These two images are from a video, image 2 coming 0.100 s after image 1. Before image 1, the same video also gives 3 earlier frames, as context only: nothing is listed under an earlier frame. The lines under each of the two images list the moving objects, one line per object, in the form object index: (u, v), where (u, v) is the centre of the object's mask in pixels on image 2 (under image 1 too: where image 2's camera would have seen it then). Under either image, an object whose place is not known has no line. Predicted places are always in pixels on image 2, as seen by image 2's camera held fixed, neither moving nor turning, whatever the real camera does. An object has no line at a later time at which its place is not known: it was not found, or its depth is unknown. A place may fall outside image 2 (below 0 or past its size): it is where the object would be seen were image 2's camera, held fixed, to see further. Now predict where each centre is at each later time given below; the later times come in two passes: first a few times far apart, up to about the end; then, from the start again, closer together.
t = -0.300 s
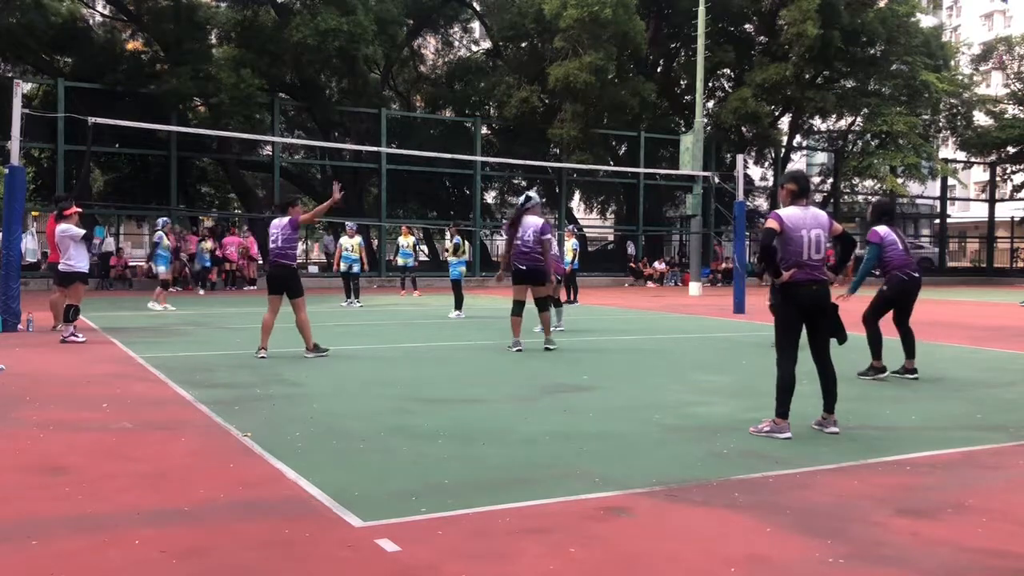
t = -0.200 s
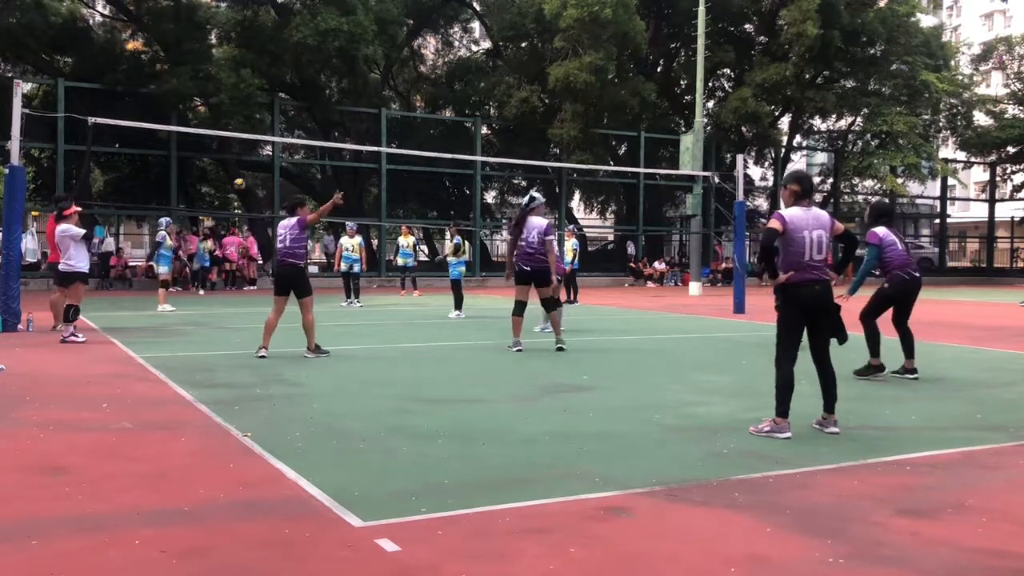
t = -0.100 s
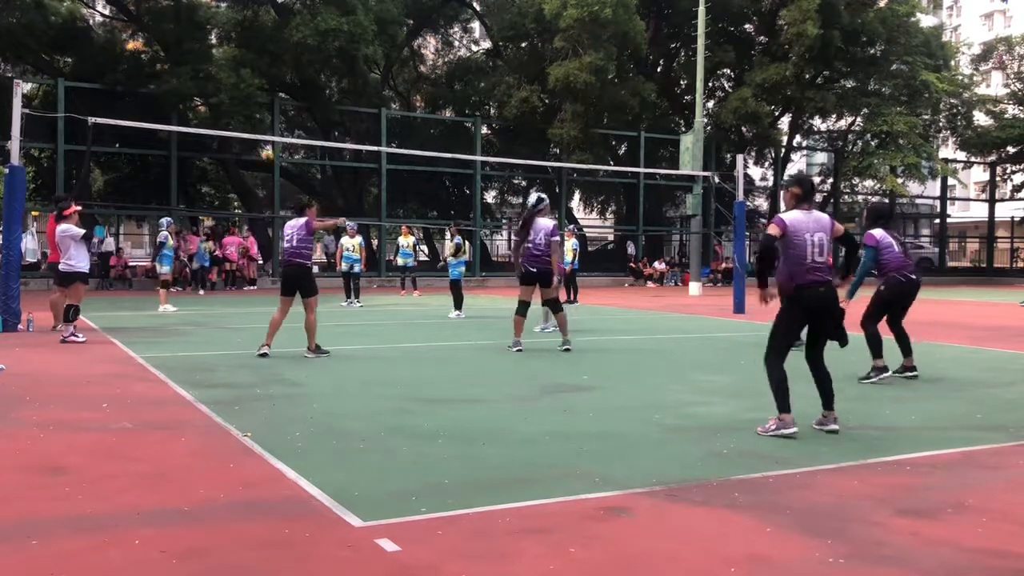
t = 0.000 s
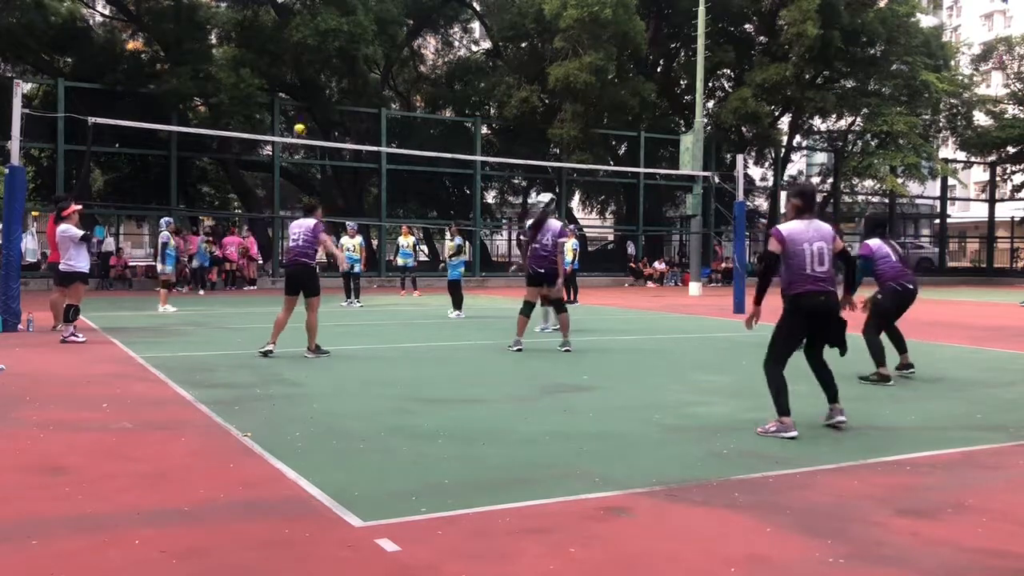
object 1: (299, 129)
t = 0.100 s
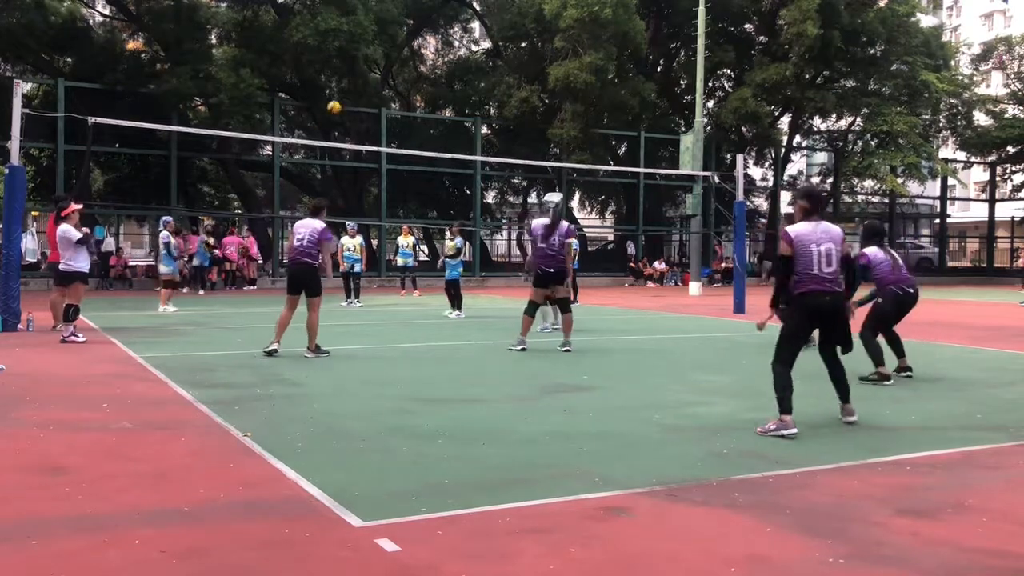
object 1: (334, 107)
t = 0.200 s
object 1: (372, 89)
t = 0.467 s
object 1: (495, 63)
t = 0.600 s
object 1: (573, 65)
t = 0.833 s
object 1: (741, 105)
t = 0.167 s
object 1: (359, 94)
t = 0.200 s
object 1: (372, 89)
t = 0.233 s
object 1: (385, 84)
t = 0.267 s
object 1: (399, 78)
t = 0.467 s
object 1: (495, 63)
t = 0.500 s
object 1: (514, 62)
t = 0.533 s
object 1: (533, 63)
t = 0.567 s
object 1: (552, 63)
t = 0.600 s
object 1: (573, 65)
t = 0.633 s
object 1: (594, 68)
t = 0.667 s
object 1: (616, 71)
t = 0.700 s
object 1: (639, 75)
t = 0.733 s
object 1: (662, 81)
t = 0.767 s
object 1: (687, 87)
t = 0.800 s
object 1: (714, 95)
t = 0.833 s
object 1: (741, 105)
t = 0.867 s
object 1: (769, 115)
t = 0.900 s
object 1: (799, 129)
